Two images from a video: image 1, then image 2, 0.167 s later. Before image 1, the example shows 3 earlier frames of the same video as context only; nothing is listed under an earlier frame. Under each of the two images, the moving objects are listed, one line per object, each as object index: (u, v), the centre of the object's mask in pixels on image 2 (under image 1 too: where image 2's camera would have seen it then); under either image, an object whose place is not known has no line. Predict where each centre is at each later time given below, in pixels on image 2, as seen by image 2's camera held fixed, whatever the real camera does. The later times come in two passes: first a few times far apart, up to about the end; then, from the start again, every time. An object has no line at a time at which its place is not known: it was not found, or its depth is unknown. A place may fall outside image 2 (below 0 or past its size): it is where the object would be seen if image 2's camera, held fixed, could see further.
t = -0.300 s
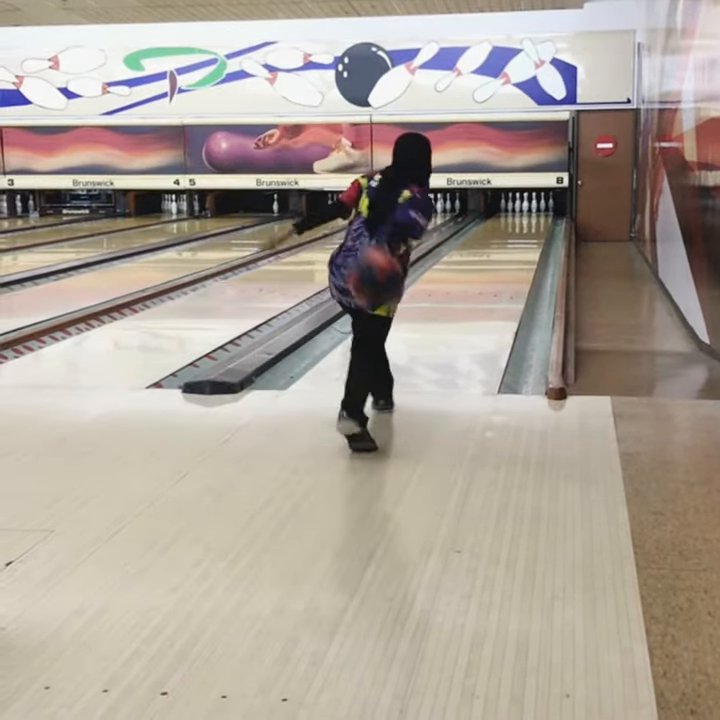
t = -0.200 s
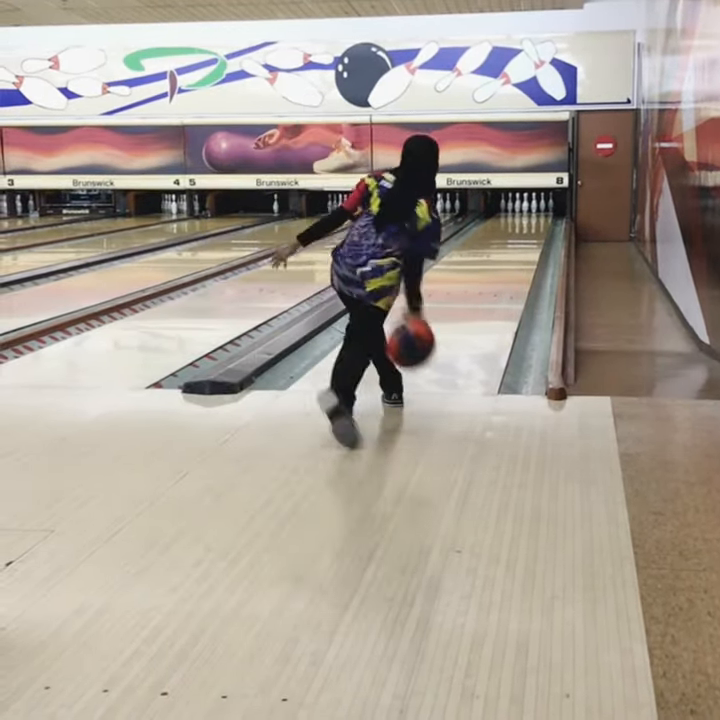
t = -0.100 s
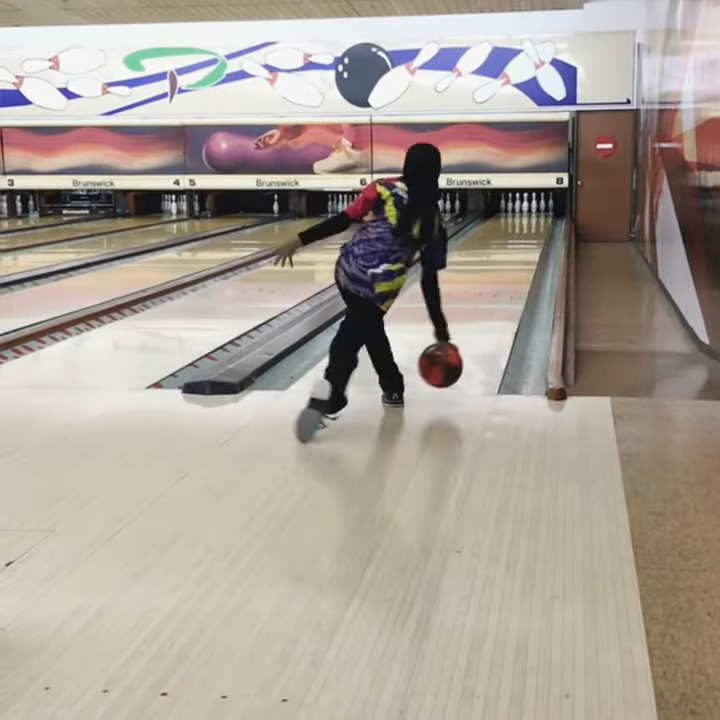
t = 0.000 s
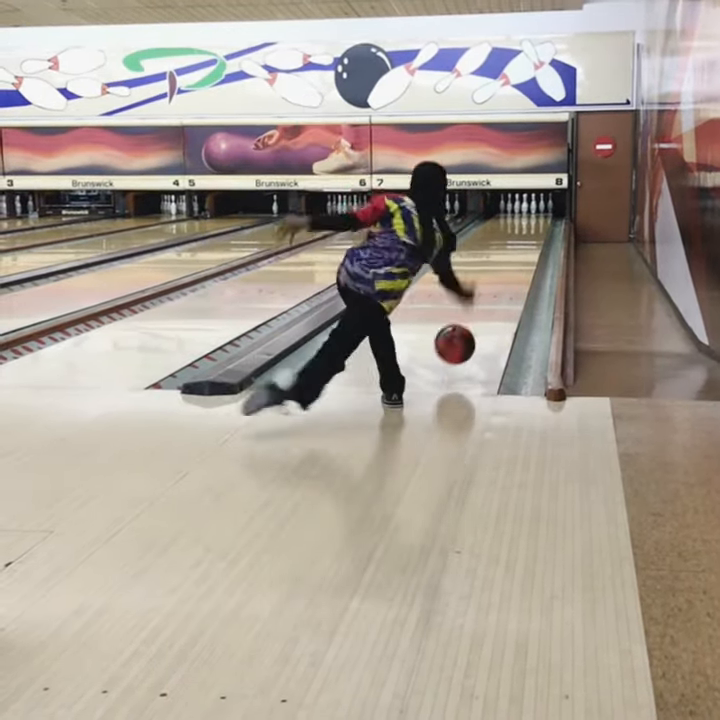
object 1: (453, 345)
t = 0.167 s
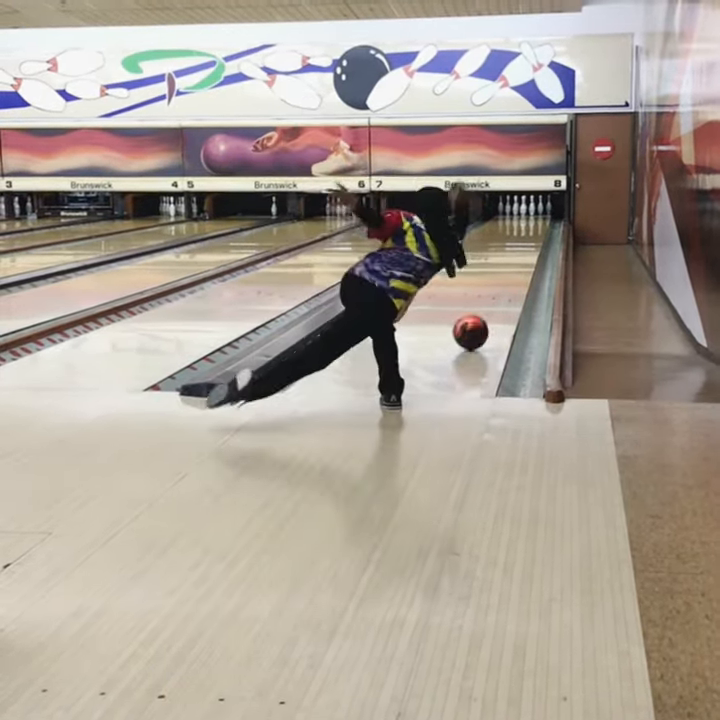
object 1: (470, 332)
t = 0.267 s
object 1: (478, 318)
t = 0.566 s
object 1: (496, 289)
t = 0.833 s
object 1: (506, 270)
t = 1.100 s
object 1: (512, 256)
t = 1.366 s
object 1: (517, 246)
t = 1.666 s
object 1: (520, 236)
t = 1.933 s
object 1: (521, 230)
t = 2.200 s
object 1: (521, 224)
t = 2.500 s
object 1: (520, 219)
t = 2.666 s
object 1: (519, 217)
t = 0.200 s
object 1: (473, 327)
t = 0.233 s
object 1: (476, 323)
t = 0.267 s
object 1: (478, 318)
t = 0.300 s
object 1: (481, 315)
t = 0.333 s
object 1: (483, 311)
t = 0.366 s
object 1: (485, 307)
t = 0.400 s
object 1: (487, 304)
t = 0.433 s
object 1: (489, 301)
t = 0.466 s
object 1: (491, 298)
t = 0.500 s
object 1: (493, 295)
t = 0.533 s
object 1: (494, 292)
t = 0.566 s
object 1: (496, 289)
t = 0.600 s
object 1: (498, 286)
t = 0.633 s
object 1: (499, 284)
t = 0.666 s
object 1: (500, 281)
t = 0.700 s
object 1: (501, 279)
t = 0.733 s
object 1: (503, 277)
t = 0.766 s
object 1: (504, 275)
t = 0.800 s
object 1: (505, 272)
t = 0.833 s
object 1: (506, 270)
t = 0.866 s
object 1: (507, 268)
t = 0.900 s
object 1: (508, 266)
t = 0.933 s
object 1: (508, 265)
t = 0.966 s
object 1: (510, 263)
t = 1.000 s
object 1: (510, 261)
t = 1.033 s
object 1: (511, 260)
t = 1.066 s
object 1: (512, 258)
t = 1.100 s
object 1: (512, 256)
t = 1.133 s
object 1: (513, 255)
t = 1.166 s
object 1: (514, 253)
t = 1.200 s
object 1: (514, 252)
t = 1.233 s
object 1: (515, 251)
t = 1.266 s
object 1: (515, 249)
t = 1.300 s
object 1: (516, 248)
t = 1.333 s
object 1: (517, 247)
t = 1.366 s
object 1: (517, 246)
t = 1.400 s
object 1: (518, 244)
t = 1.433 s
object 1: (517, 244)
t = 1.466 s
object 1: (518, 243)
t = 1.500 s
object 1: (518, 242)
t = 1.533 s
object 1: (519, 241)
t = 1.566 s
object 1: (519, 239)
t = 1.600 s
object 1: (519, 239)
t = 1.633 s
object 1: (520, 238)
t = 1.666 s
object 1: (520, 236)
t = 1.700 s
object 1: (520, 235)
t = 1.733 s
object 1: (520, 234)
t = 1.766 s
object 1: (520, 234)
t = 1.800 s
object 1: (520, 233)
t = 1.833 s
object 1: (521, 233)
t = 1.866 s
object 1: (521, 231)
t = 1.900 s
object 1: (521, 230)
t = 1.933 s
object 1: (521, 230)
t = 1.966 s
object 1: (521, 229)
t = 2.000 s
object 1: (521, 229)
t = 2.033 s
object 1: (521, 228)
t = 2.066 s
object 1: (521, 227)
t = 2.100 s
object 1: (521, 226)
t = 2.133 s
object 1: (522, 226)
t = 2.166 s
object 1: (521, 225)
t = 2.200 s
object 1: (521, 224)
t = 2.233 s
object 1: (521, 224)
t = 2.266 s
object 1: (521, 223)
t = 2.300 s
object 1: (521, 222)
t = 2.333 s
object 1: (521, 222)
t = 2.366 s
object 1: (521, 222)
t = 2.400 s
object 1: (521, 221)
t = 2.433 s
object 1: (521, 220)
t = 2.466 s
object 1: (521, 220)
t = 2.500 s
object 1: (520, 219)
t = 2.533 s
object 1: (520, 219)
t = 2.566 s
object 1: (519, 218)
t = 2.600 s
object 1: (520, 217)
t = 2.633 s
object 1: (520, 218)
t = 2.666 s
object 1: (519, 217)
